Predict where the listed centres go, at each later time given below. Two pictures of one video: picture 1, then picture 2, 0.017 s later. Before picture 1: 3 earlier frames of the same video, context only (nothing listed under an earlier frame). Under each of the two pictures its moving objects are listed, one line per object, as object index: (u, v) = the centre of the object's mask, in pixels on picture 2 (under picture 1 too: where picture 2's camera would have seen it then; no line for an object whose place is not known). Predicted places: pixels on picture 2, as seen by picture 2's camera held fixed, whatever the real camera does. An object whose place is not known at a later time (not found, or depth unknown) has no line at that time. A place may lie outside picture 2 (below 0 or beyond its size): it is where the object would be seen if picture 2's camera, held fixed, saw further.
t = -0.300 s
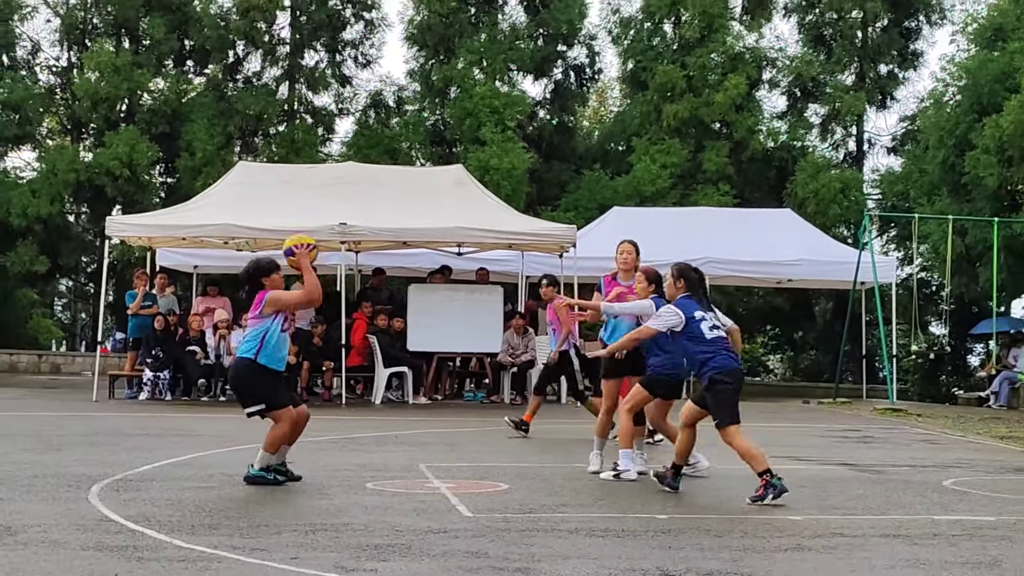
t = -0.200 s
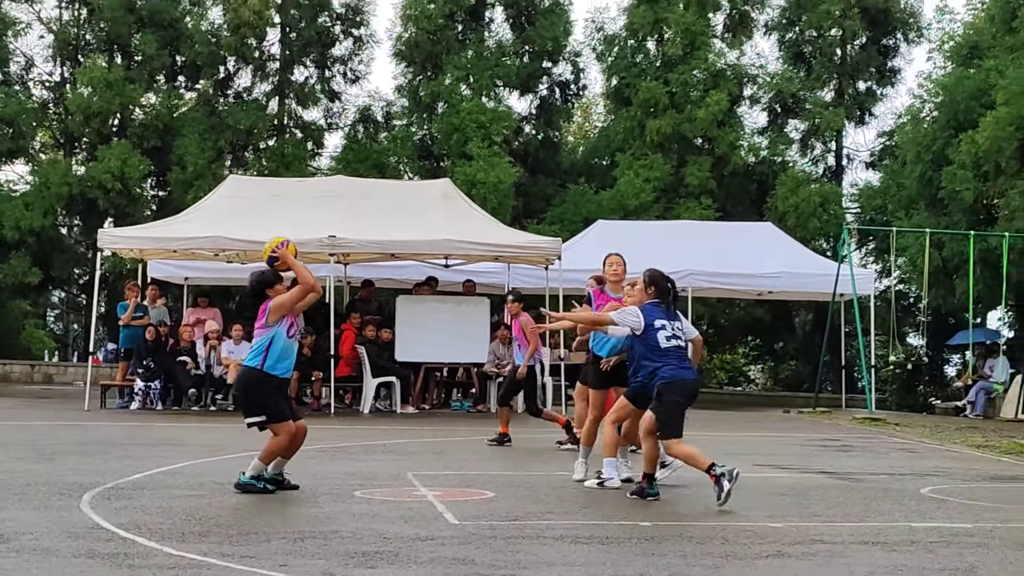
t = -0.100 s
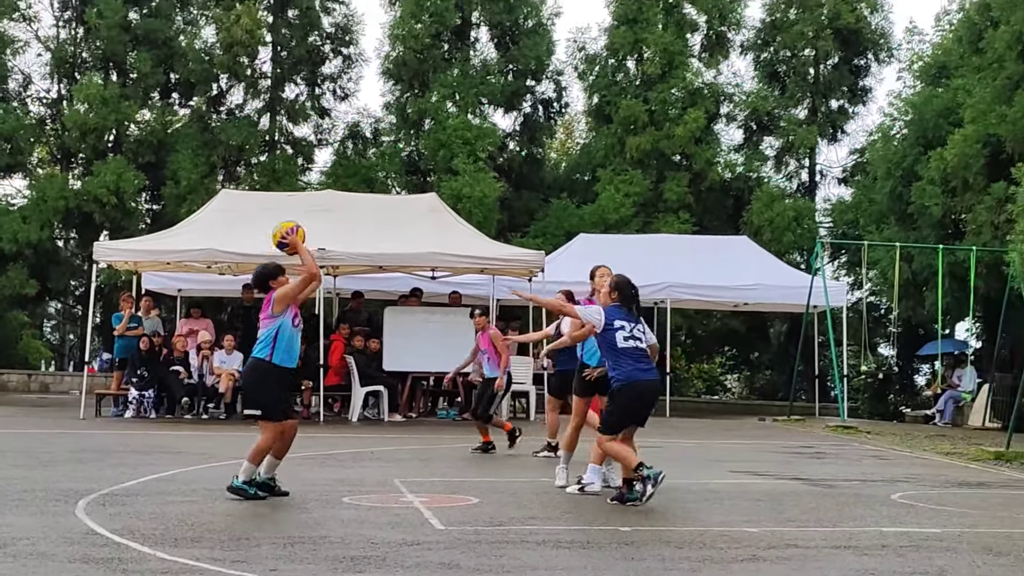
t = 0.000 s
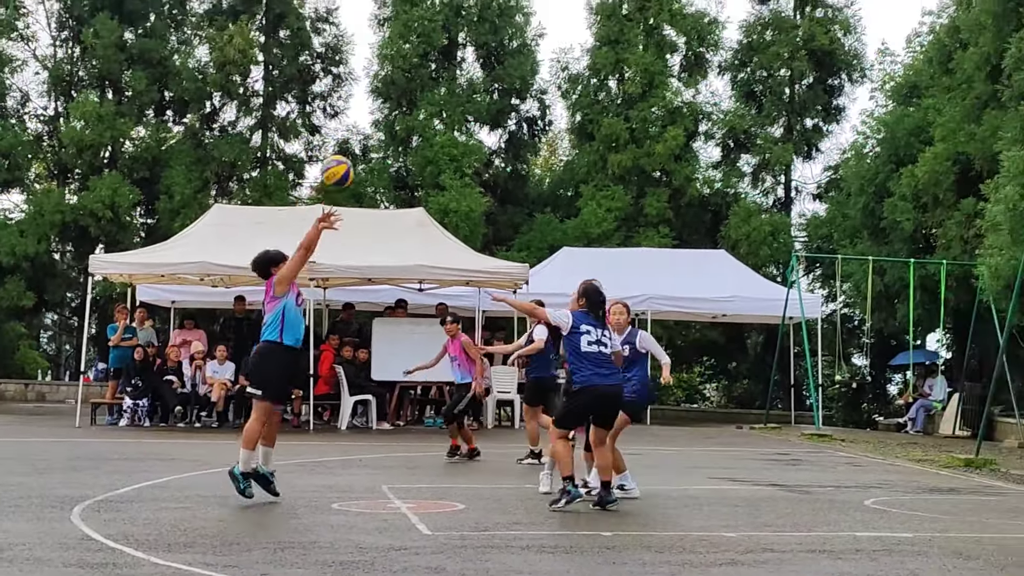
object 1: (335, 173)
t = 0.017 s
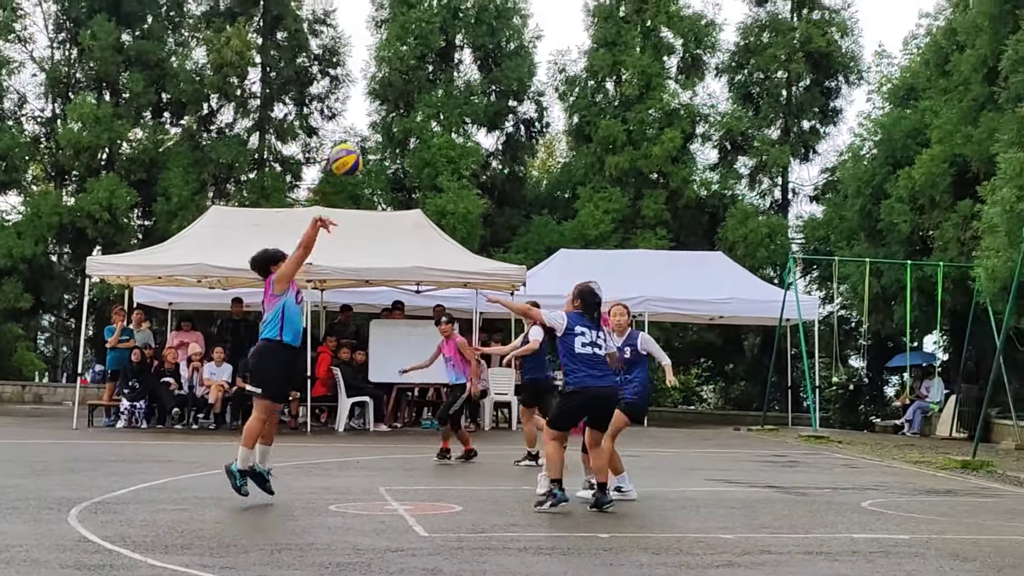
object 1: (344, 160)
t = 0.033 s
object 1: (356, 147)
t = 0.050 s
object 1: (369, 134)
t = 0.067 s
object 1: (380, 121)
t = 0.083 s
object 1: (392, 109)
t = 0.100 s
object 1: (403, 98)
